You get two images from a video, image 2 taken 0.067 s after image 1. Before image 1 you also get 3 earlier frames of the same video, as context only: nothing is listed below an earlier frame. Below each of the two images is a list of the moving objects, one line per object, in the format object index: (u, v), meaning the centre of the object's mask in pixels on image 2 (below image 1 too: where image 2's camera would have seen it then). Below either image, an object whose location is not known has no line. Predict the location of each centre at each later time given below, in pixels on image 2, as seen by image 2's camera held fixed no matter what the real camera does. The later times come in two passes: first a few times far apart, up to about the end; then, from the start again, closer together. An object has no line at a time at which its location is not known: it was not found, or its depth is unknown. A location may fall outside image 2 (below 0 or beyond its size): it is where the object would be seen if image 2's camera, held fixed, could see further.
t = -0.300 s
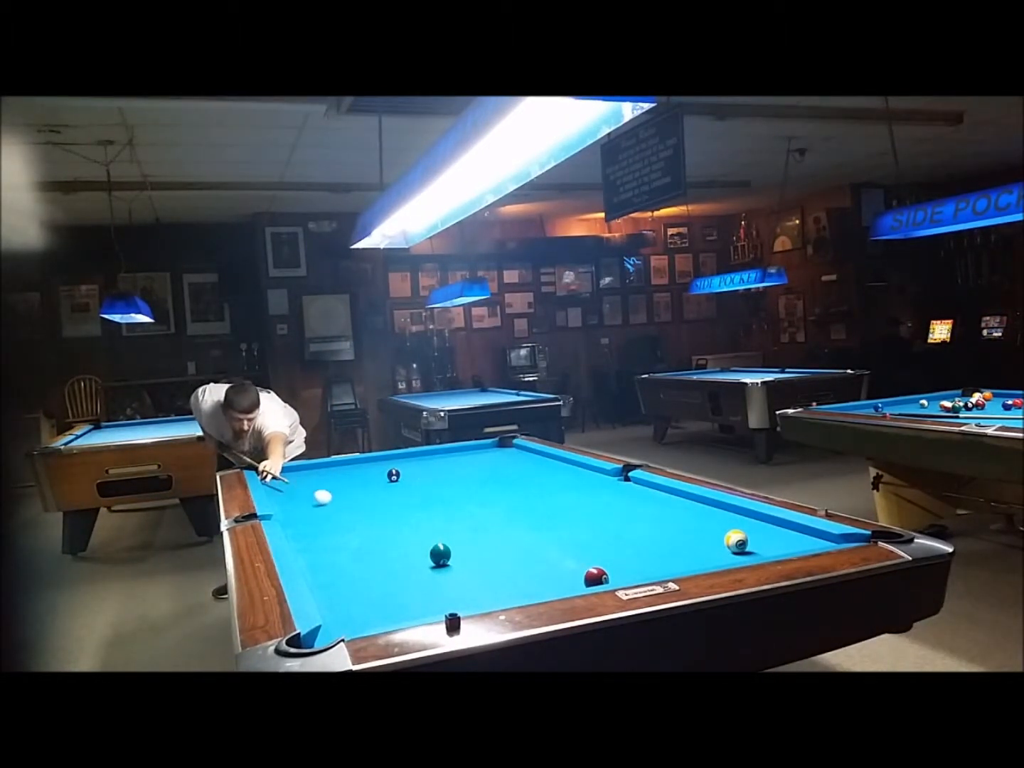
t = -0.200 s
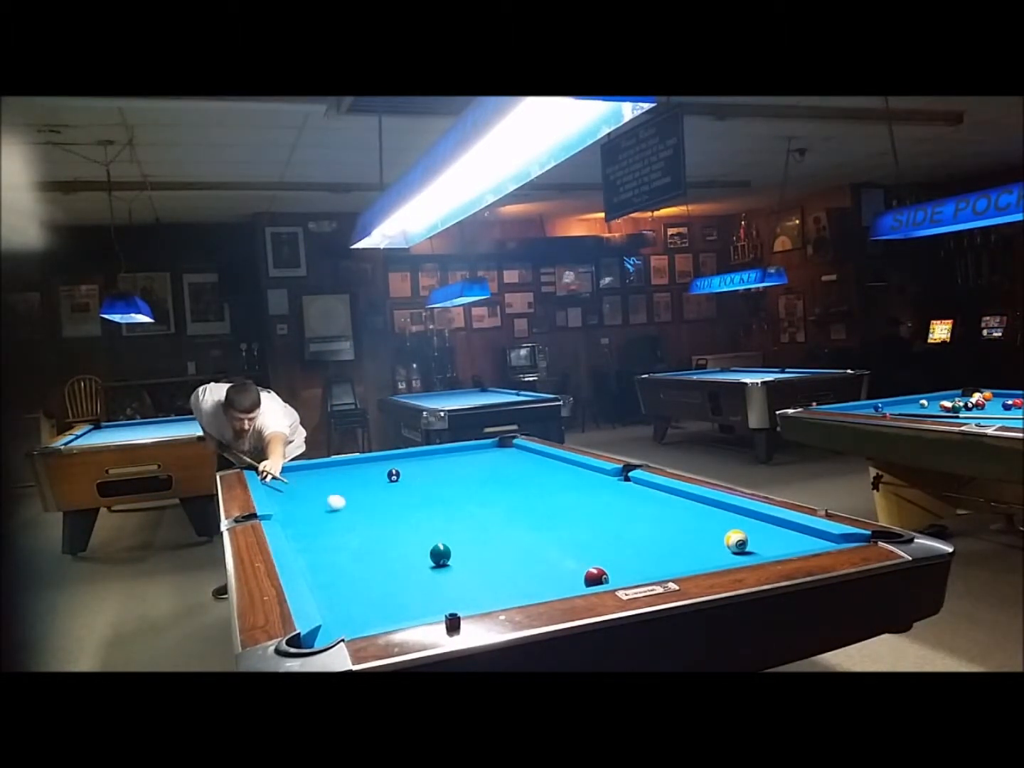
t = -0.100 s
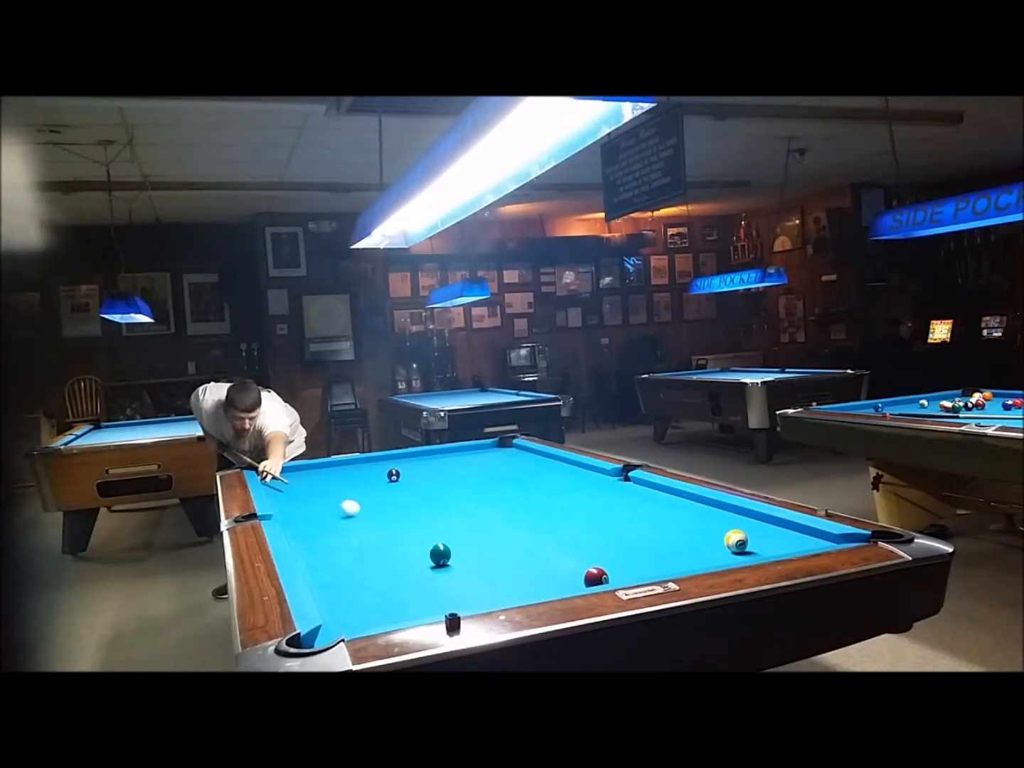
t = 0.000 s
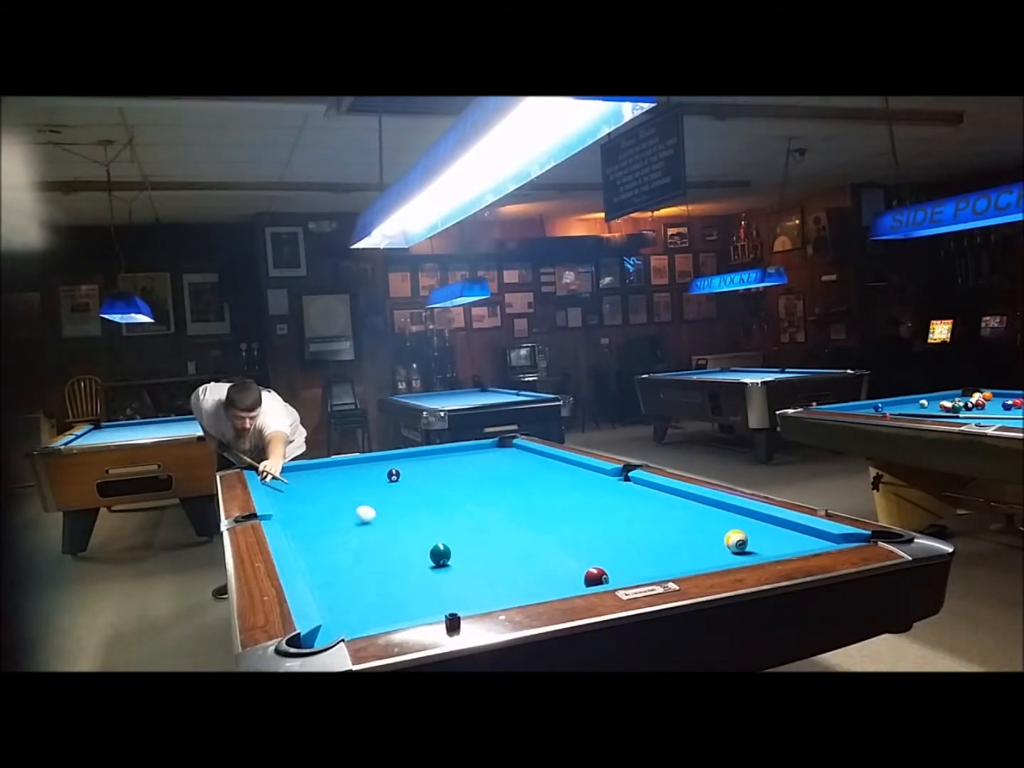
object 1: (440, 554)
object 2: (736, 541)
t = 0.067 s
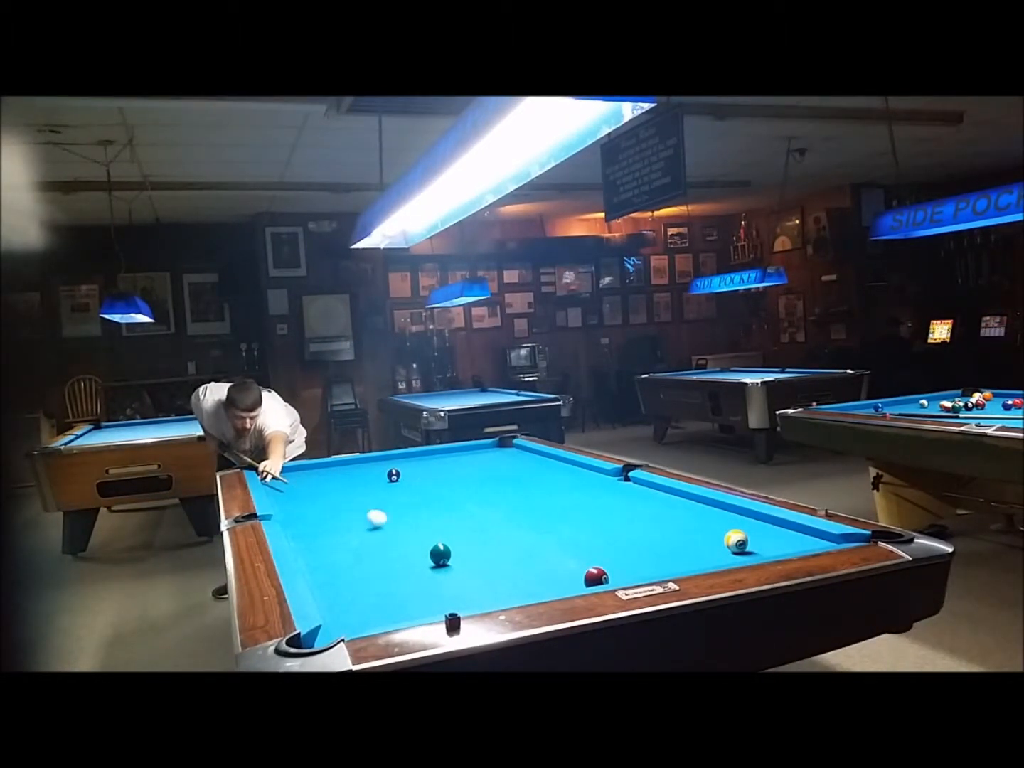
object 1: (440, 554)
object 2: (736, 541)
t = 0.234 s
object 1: (440, 554)
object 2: (736, 541)
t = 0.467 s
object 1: (436, 558)
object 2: (736, 541)
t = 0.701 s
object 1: (416, 575)
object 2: (736, 541)
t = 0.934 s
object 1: (395, 592)
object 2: (736, 541)
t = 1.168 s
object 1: (371, 612)
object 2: (736, 541)
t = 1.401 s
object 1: (345, 629)
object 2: (736, 541)
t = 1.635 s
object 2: (743, 540)
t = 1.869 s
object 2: (753, 540)
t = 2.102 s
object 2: (762, 540)
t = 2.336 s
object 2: (769, 539)
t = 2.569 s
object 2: (774, 539)
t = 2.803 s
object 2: (778, 538)
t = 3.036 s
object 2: (780, 538)
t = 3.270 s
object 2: (780, 538)
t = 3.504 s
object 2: (780, 538)
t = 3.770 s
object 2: (780, 538)
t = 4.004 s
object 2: (780, 538)
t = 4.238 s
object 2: (780, 538)
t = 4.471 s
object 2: (780, 538)
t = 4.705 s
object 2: (780, 538)
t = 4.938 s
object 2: (779, 539)
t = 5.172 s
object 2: (780, 539)
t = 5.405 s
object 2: (780, 539)
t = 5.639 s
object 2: (780, 539)
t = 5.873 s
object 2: (780, 539)
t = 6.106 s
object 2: (780, 539)
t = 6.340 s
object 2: (780, 539)
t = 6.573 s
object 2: (780, 539)
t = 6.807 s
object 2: (780, 539)
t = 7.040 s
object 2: (780, 539)
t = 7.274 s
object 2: (780, 539)
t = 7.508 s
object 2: (779, 539)
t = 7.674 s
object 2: (780, 539)
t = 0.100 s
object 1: (440, 554)
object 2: (736, 541)
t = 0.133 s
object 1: (440, 554)
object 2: (736, 541)
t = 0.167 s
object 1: (440, 554)
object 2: (736, 541)
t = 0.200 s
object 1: (440, 554)
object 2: (736, 541)
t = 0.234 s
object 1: (440, 554)
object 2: (736, 541)
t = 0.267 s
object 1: (440, 554)
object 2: (736, 541)
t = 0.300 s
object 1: (440, 554)
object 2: (736, 541)
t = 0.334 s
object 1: (440, 555)
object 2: (736, 541)
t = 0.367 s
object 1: (440, 554)
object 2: (736, 541)
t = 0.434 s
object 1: (440, 555)
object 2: (736, 541)
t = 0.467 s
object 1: (436, 558)
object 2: (736, 541)
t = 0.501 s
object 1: (433, 561)
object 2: (736, 541)
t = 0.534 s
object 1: (430, 563)
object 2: (736, 541)
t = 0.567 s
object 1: (427, 566)
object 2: (736, 541)
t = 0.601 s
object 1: (424, 568)
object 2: (736, 541)
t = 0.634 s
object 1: (421, 570)
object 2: (736, 541)
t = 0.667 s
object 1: (419, 573)
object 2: (736, 541)
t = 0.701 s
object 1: (416, 575)
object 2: (736, 541)
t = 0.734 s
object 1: (413, 577)
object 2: (736, 541)
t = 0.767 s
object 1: (410, 580)
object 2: (736, 541)
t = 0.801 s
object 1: (407, 582)
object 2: (736, 541)
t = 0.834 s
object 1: (404, 585)
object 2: (736, 541)
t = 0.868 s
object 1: (401, 587)
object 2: (736, 541)
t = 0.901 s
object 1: (398, 590)
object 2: (736, 541)
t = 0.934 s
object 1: (395, 592)
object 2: (736, 541)
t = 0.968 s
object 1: (391, 595)
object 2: (736, 541)
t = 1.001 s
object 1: (389, 597)
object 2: (736, 541)
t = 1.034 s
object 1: (385, 600)
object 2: (736, 541)
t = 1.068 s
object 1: (382, 603)
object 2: (736, 541)
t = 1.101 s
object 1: (378, 606)
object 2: (736, 541)
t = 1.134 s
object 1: (375, 609)
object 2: (736, 541)
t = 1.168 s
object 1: (371, 612)
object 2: (736, 541)
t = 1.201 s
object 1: (368, 614)
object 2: (736, 541)
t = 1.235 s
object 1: (364, 617)
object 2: (736, 541)
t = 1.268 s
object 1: (360, 620)
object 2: (736, 541)
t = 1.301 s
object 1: (356, 623)
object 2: (736, 541)
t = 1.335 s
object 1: (352, 624)
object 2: (736, 541)
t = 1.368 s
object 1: (349, 627)
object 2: (736, 541)
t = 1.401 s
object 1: (345, 629)
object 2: (736, 541)
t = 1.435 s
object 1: (340, 631)
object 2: (736, 541)
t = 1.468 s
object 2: (736, 541)
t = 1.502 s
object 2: (736, 541)
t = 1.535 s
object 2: (738, 541)
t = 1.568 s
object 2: (740, 541)
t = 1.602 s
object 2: (742, 541)
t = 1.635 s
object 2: (743, 540)
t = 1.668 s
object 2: (745, 540)
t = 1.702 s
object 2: (746, 540)
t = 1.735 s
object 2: (748, 540)
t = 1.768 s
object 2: (749, 540)
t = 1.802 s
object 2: (751, 540)
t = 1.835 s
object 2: (752, 540)
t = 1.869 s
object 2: (753, 540)
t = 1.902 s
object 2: (755, 540)
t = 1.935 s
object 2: (756, 540)
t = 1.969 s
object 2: (757, 540)
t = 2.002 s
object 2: (758, 540)
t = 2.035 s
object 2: (759, 540)
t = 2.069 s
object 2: (761, 540)
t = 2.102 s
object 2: (762, 540)
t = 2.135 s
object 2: (763, 539)
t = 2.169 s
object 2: (764, 539)
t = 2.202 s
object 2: (765, 539)
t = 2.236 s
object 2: (766, 539)
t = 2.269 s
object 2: (767, 539)
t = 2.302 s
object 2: (768, 539)
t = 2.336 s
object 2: (769, 539)
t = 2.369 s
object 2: (770, 539)
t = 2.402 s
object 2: (770, 539)
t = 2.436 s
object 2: (771, 539)
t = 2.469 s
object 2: (772, 539)
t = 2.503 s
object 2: (773, 539)
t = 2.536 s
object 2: (773, 539)
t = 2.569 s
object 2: (774, 539)
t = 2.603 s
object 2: (774, 539)
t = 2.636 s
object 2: (775, 539)
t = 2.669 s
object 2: (776, 539)
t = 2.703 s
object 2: (777, 538)
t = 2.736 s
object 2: (777, 538)
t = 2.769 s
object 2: (778, 538)
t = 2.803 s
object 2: (778, 538)
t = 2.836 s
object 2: (778, 538)
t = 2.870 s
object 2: (779, 538)
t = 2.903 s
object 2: (779, 538)
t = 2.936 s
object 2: (779, 538)
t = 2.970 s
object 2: (780, 538)
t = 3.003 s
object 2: (780, 538)
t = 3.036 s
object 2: (780, 538)
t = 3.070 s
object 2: (780, 538)
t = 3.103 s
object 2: (780, 538)
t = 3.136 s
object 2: (780, 538)
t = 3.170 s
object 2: (780, 538)
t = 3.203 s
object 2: (780, 538)
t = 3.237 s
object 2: (780, 538)
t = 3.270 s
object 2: (780, 538)
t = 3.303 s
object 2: (780, 538)
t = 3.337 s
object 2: (780, 538)
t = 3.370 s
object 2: (780, 538)
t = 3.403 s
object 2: (780, 538)
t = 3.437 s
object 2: (780, 538)
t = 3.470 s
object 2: (780, 538)
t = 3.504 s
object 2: (780, 538)
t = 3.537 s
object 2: (780, 538)
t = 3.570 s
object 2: (780, 538)
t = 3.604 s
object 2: (780, 538)
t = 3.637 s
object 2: (780, 538)
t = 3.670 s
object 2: (780, 538)
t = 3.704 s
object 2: (780, 538)
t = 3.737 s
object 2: (780, 538)
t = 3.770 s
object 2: (780, 538)
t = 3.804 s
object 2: (780, 538)
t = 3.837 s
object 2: (780, 538)
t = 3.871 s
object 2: (780, 538)
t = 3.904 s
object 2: (780, 538)
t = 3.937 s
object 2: (780, 538)
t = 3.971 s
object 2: (780, 538)
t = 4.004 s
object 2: (780, 538)
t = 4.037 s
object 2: (780, 538)
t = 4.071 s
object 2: (780, 538)
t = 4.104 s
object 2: (780, 538)
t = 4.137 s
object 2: (780, 538)
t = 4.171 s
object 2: (780, 538)
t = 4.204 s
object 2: (780, 538)
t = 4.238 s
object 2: (780, 538)
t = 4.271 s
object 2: (780, 538)
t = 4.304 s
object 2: (780, 538)
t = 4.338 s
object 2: (780, 538)
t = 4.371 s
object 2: (780, 538)
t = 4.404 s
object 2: (780, 538)
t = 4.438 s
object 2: (780, 538)
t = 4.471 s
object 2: (780, 538)
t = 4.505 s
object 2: (780, 538)
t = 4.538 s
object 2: (780, 538)
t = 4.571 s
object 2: (780, 538)
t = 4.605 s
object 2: (780, 538)
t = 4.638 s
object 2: (780, 538)
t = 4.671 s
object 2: (780, 538)
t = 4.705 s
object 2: (780, 538)
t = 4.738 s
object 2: (780, 538)
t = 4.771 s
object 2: (780, 539)
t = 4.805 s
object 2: (780, 539)
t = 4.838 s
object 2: (780, 539)
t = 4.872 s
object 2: (780, 539)
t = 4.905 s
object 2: (779, 539)
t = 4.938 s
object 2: (779, 539)
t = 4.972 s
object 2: (779, 539)
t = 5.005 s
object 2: (779, 539)
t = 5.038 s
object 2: (779, 539)
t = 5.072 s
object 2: (780, 539)
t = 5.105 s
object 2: (779, 539)
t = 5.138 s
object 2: (780, 539)
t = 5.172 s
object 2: (780, 539)
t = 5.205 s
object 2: (780, 539)
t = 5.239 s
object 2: (780, 539)
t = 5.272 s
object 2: (780, 539)
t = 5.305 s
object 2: (780, 539)
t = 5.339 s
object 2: (780, 539)
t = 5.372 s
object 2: (780, 539)
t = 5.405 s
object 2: (780, 539)
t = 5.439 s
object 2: (780, 539)
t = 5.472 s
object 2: (780, 539)
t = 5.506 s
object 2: (780, 539)
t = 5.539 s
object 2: (780, 539)
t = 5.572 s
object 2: (780, 539)
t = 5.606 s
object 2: (780, 539)
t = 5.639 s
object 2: (780, 539)
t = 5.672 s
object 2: (780, 539)
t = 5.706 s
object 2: (780, 539)
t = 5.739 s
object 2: (780, 539)
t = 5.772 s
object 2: (780, 539)
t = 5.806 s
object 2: (780, 539)
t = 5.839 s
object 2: (780, 539)
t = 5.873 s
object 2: (780, 539)
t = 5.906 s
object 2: (780, 539)
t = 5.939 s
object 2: (780, 539)
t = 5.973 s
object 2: (780, 539)
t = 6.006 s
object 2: (780, 539)
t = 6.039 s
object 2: (780, 539)
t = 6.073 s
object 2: (780, 539)
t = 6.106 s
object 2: (780, 539)
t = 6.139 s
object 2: (780, 539)
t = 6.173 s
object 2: (780, 539)
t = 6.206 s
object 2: (780, 539)
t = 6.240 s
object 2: (780, 539)
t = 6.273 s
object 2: (780, 539)
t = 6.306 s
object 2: (780, 539)
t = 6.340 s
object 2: (780, 539)
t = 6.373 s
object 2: (780, 539)
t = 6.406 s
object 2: (780, 539)
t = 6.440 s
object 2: (780, 539)
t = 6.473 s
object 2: (780, 539)
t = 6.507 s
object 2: (780, 539)
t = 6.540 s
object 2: (780, 539)
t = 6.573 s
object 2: (780, 539)
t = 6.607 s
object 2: (780, 539)
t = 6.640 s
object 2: (780, 539)
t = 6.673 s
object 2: (780, 539)
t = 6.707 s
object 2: (780, 539)
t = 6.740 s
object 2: (780, 539)
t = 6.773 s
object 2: (780, 539)
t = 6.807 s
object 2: (780, 539)
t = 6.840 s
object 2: (780, 539)
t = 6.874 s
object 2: (780, 539)
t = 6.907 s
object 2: (780, 539)
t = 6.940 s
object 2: (780, 539)
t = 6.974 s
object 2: (780, 539)
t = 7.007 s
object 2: (780, 539)
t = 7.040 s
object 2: (780, 539)
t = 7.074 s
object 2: (780, 539)
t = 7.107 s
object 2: (780, 539)
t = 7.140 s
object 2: (780, 539)
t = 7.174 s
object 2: (780, 539)
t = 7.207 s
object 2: (780, 539)
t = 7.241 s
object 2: (780, 539)
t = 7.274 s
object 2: (780, 539)
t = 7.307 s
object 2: (779, 539)
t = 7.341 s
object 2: (779, 539)
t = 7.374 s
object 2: (779, 539)
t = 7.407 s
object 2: (778, 539)
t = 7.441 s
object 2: (778, 539)
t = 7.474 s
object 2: (778, 539)
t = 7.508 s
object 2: (779, 539)
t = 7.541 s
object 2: (779, 539)
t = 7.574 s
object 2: (779, 539)
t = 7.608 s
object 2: (780, 539)
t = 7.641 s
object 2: (780, 539)
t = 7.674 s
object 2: (780, 539)
